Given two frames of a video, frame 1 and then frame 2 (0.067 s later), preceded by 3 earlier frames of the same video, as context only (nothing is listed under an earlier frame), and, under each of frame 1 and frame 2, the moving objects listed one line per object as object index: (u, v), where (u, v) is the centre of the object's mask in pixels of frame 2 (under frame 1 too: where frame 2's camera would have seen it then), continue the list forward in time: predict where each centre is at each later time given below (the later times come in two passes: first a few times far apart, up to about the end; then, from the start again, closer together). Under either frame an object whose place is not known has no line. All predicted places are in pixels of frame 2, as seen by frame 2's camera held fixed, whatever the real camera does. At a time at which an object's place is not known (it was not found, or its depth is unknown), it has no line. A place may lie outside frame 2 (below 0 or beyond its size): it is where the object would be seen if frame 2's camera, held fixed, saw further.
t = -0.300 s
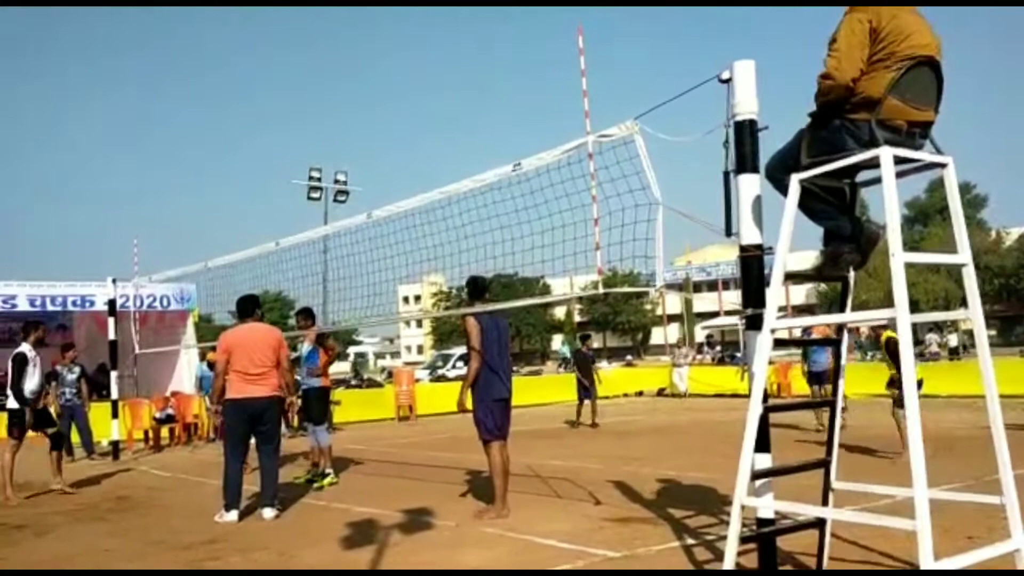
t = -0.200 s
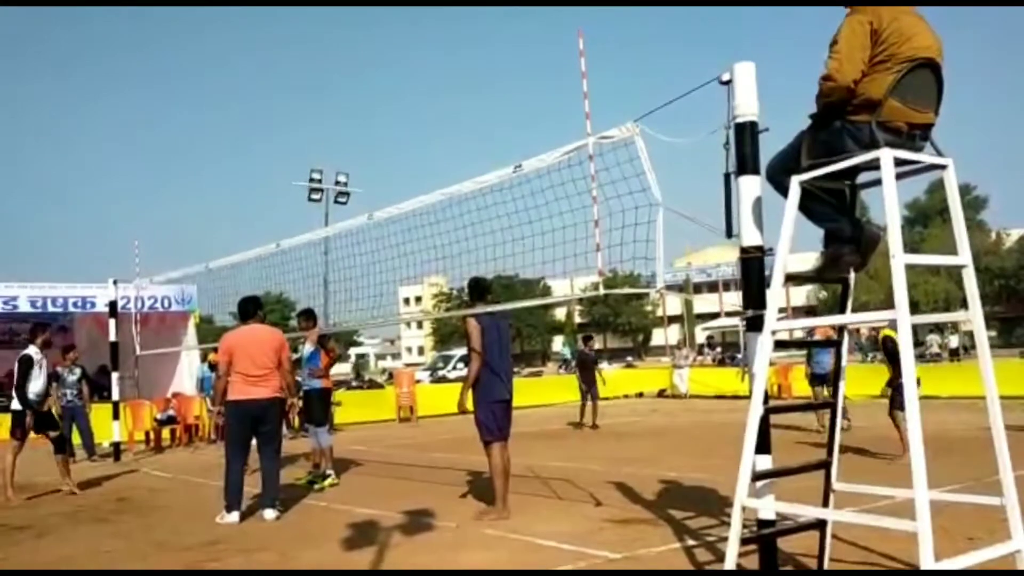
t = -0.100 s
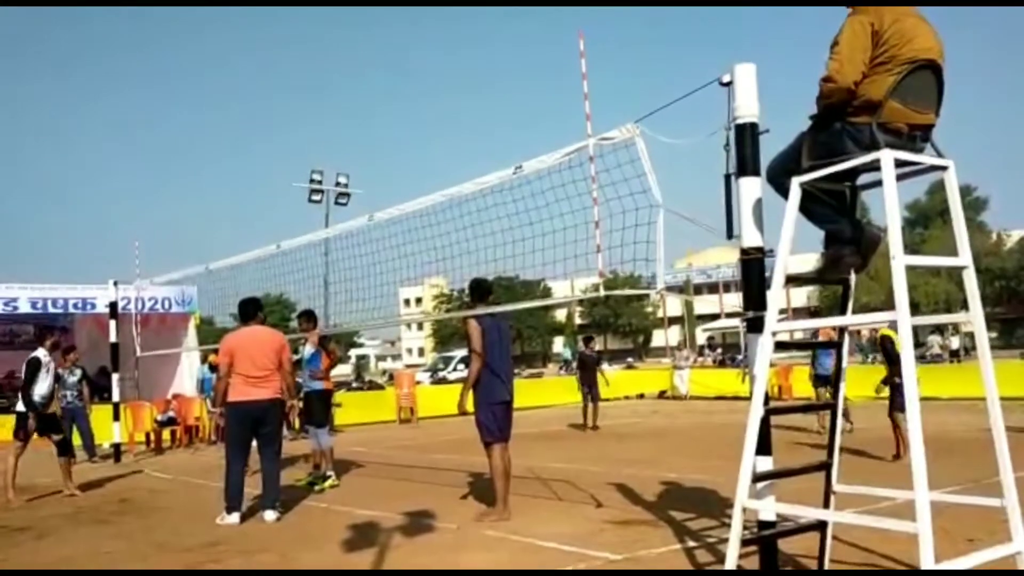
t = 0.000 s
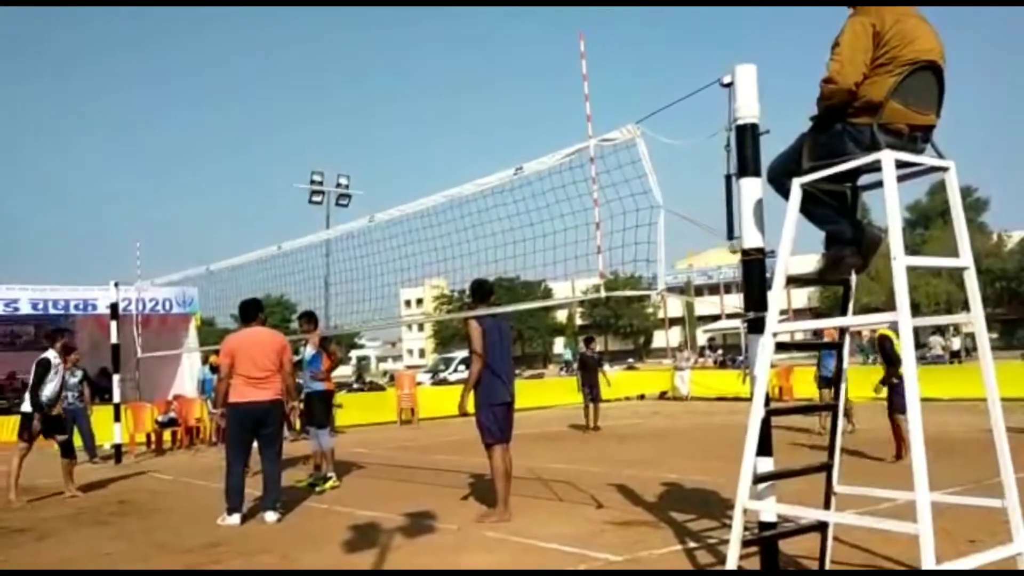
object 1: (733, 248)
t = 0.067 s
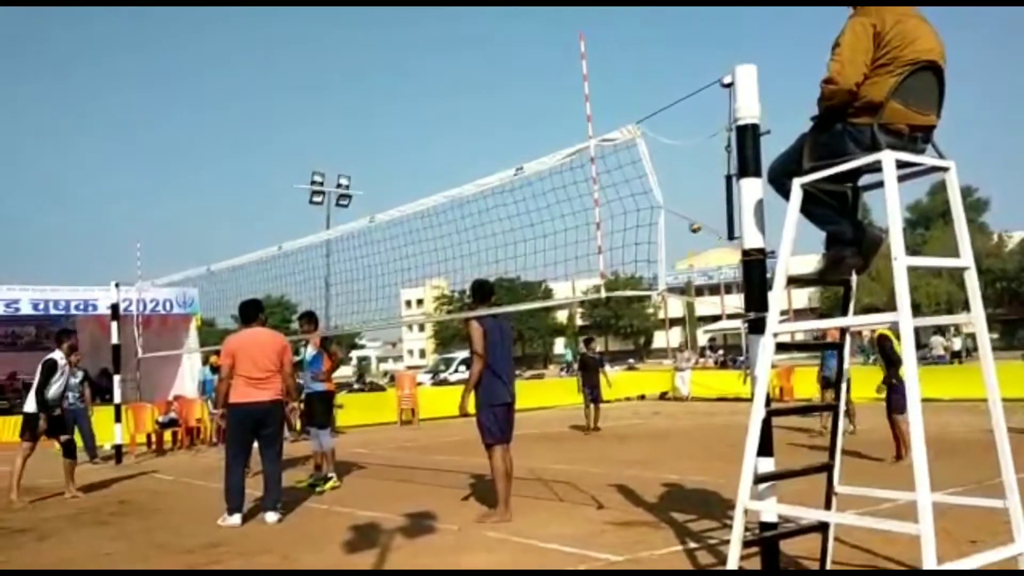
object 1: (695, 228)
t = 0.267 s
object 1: (568, 174)
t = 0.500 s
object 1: (404, 132)
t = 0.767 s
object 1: (191, 130)
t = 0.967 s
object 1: (11, 165)
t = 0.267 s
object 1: (568, 174)
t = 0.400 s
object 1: (477, 145)
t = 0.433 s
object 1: (453, 141)
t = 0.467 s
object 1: (429, 136)
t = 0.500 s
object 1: (404, 132)
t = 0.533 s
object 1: (379, 128)
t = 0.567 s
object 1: (353, 126)
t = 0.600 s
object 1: (327, 124)
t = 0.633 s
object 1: (301, 124)
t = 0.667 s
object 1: (274, 123)
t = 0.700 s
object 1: (246, 124)
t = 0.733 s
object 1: (219, 127)
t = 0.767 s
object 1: (191, 130)
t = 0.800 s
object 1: (162, 133)
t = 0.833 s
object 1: (133, 137)
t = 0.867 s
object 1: (104, 143)
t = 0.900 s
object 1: (73, 149)
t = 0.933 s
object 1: (42, 156)
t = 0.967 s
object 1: (11, 165)
